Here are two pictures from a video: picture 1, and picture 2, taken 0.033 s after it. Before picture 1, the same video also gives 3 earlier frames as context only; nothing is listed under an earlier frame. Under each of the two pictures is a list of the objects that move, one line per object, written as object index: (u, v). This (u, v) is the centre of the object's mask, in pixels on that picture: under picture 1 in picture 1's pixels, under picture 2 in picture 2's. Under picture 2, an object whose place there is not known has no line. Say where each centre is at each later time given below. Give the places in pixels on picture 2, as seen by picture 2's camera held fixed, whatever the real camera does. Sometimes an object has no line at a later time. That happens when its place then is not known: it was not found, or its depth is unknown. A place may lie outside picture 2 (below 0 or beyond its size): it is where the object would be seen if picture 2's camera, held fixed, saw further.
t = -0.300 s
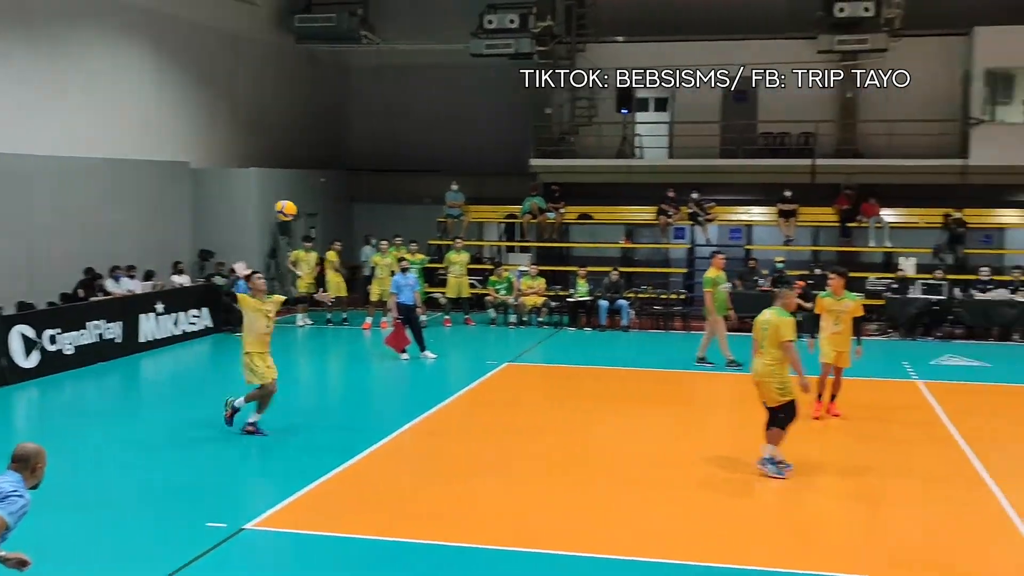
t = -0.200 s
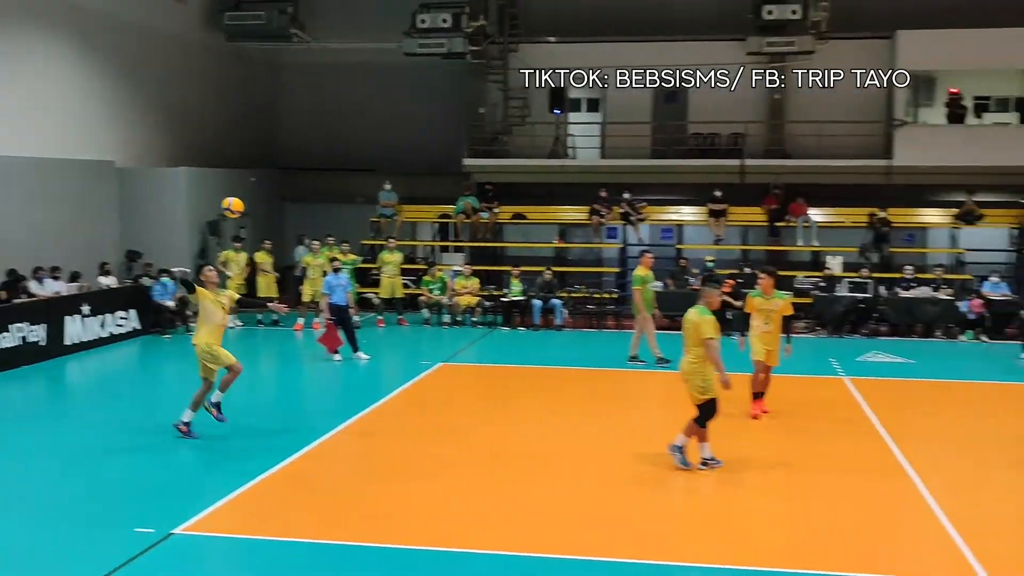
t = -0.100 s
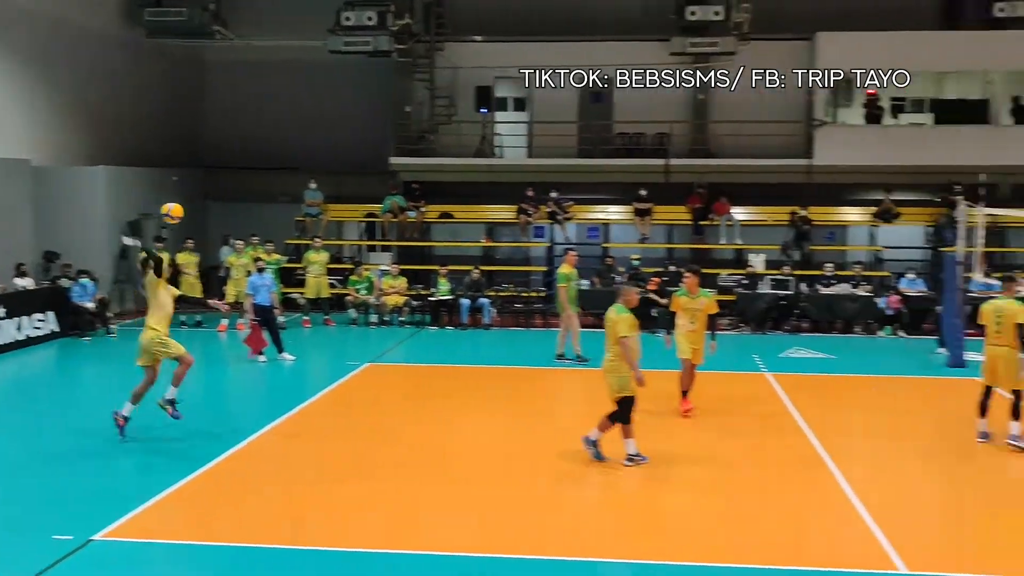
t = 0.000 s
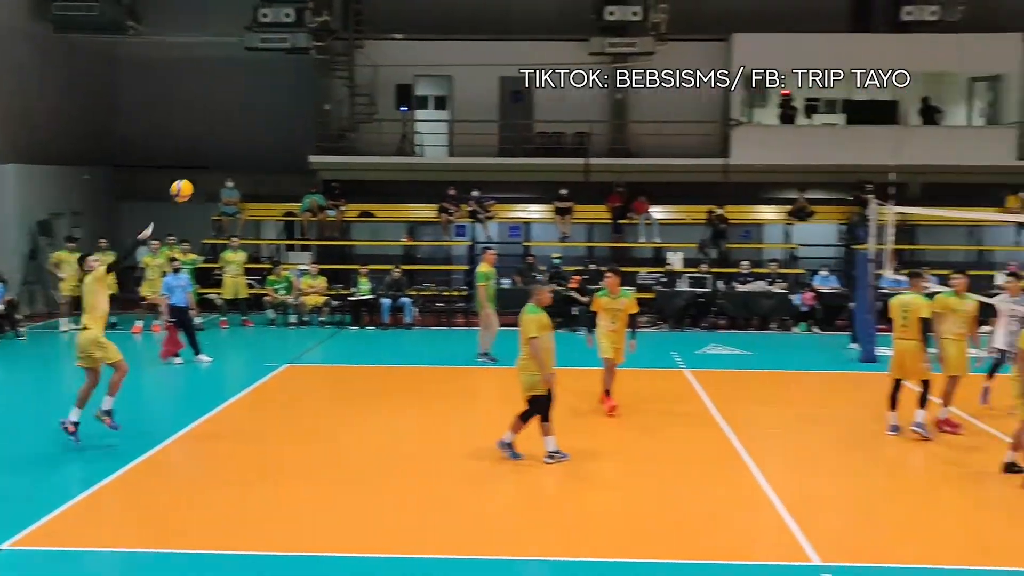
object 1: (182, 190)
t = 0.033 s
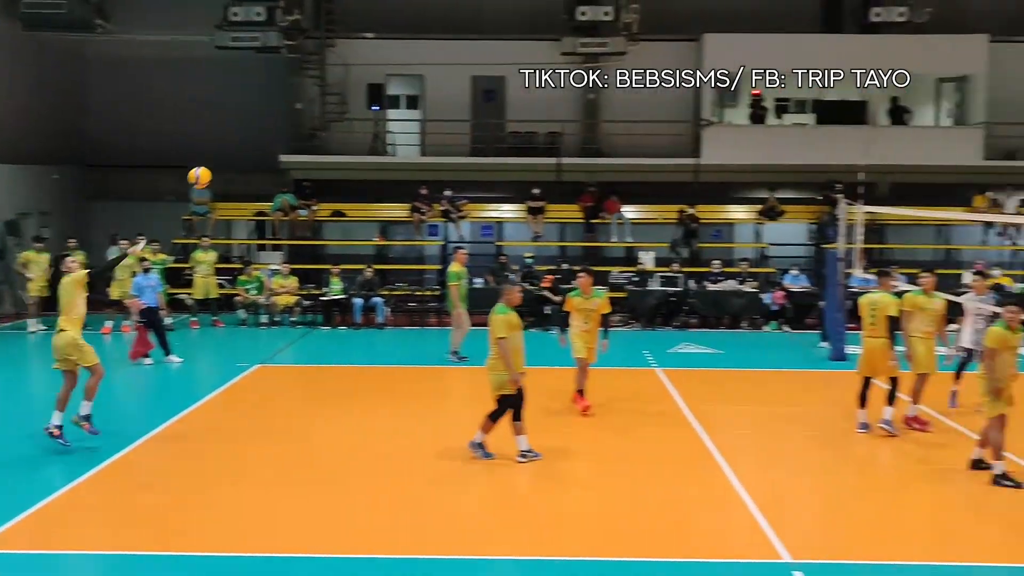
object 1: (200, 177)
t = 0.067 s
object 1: (245, 166)
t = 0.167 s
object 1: (374, 141)
